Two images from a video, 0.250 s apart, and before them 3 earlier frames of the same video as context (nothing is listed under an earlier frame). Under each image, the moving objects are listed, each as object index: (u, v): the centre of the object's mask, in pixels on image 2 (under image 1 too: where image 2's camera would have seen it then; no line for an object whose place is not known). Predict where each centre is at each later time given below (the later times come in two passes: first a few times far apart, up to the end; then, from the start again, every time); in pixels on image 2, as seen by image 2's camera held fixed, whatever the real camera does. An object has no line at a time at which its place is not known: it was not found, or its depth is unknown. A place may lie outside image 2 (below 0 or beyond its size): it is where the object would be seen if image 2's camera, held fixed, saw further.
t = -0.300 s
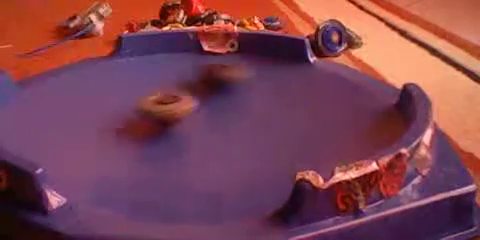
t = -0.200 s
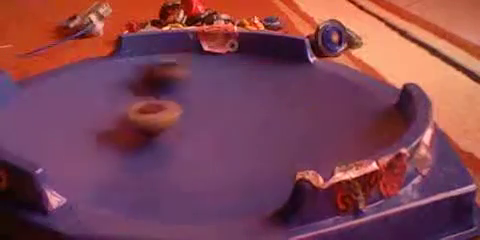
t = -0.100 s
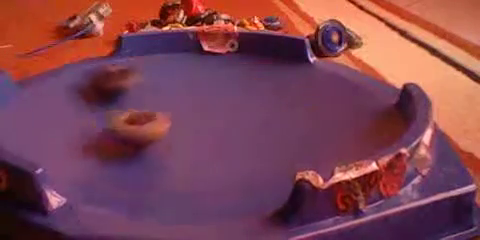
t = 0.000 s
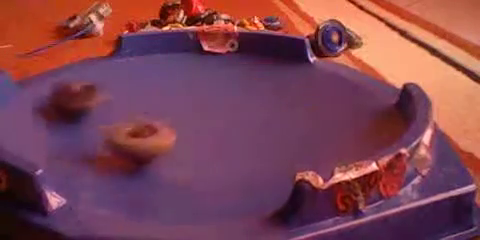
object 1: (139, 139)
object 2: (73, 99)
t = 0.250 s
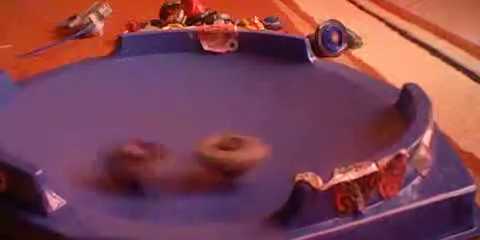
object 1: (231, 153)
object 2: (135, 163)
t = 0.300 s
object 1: (247, 147)
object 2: (183, 171)
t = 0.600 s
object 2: (331, 113)
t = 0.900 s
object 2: (215, 76)
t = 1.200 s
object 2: (137, 65)
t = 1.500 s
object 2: (158, 125)
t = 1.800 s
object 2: (80, 81)
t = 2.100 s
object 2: (33, 106)
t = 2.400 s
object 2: (165, 160)
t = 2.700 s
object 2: (317, 121)
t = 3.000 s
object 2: (290, 72)
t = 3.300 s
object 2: (177, 91)
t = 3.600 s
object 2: (132, 142)
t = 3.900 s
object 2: (228, 179)
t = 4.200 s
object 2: (299, 139)
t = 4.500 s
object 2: (213, 107)
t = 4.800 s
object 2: (107, 94)
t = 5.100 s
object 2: (84, 130)
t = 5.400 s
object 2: (136, 181)
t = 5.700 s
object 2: (298, 151)
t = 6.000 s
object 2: (282, 90)
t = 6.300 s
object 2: (176, 67)
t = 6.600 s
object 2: (93, 99)
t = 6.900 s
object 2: (154, 158)
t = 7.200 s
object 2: (322, 158)
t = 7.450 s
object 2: (341, 123)
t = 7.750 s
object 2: (231, 102)
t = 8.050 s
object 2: (113, 98)
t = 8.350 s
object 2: (56, 127)
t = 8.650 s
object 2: (174, 157)
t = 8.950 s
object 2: (271, 124)
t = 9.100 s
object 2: (288, 99)
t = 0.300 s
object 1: (247, 147)
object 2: (183, 171)
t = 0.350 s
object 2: (220, 172)
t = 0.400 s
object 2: (257, 164)
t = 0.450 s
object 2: (286, 153)
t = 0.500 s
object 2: (317, 142)
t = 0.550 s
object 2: (327, 127)
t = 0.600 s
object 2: (331, 113)
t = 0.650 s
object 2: (327, 101)
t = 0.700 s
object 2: (315, 92)
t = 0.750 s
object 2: (299, 83)
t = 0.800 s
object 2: (276, 77)
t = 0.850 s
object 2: (249, 75)
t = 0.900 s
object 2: (215, 76)
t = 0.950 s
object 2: (194, 74)
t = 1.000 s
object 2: (170, 75)
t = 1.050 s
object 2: (144, 80)
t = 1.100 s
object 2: (134, 72)
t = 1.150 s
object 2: (133, 61)
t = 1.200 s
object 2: (137, 65)
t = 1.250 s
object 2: (139, 79)
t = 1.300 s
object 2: (135, 91)
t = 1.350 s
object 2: (137, 101)
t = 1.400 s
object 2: (135, 111)
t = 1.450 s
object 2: (143, 119)
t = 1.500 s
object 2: (158, 125)
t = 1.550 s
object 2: (175, 130)
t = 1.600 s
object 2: (192, 135)
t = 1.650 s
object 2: (175, 128)
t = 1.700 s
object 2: (129, 114)
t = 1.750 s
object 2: (101, 95)
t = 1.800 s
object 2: (80, 81)
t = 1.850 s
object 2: (64, 78)
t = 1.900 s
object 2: (57, 75)
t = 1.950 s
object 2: (49, 79)
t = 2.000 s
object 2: (41, 86)
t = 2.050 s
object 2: (34, 95)
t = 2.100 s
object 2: (33, 106)
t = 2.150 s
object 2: (37, 117)
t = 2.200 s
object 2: (51, 128)
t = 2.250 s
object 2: (69, 141)
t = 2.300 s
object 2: (99, 150)
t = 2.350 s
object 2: (132, 157)
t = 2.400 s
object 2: (165, 160)
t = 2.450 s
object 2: (197, 162)
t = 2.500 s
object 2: (230, 159)
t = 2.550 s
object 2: (260, 153)
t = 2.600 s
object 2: (285, 144)
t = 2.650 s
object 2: (301, 133)
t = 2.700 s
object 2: (317, 121)
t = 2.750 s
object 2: (325, 110)
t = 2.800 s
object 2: (329, 99)
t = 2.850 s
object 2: (326, 91)
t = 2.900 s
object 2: (319, 83)
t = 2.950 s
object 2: (306, 77)
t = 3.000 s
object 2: (290, 72)
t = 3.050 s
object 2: (275, 68)
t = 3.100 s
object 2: (256, 69)
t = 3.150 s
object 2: (235, 72)
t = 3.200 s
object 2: (213, 78)
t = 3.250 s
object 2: (194, 83)
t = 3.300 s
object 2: (177, 91)
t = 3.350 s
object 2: (163, 99)
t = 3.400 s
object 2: (153, 108)
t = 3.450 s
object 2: (145, 116)
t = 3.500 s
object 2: (139, 123)
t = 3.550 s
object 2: (133, 132)
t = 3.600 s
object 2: (132, 142)
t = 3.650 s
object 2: (134, 152)
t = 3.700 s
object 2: (141, 161)
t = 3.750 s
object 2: (157, 169)
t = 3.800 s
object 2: (180, 174)
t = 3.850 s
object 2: (203, 177)
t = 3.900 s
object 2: (228, 179)
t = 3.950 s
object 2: (251, 178)
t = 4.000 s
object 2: (270, 170)
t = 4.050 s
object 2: (285, 162)
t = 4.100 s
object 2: (301, 155)
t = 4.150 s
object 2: (303, 146)
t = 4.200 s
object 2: (299, 139)
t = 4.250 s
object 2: (289, 132)
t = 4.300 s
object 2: (277, 127)
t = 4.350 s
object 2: (263, 119)
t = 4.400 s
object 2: (245, 114)
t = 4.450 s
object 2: (229, 110)
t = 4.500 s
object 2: (213, 107)
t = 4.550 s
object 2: (197, 103)
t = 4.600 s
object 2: (180, 99)
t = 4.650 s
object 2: (164, 96)
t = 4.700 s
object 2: (144, 95)
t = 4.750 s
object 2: (126, 94)
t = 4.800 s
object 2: (107, 94)
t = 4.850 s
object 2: (93, 97)
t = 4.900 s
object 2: (80, 101)
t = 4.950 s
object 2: (71, 107)
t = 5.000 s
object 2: (69, 114)
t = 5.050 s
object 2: (72, 121)
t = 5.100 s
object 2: (84, 130)
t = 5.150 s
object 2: (98, 138)
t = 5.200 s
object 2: (70, 153)
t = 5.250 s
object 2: (60, 159)
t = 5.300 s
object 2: (68, 166)
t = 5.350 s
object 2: (95, 173)
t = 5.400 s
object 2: (136, 181)
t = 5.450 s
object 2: (171, 184)
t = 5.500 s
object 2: (203, 184)
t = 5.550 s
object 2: (233, 181)
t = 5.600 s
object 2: (257, 174)
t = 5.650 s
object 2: (282, 161)
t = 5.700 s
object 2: (298, 151)
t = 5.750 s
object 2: (307, 140)
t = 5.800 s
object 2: (311, 129)
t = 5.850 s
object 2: (309, 118)
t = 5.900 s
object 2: (304, 109)
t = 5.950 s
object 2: (294, 99)
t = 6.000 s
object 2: (282, 90)
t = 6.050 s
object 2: (268, 82)
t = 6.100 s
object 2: (251, 77)
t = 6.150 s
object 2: (234, 72)
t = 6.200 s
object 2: (214, 70)
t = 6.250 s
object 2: (196, 67)
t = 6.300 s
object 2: (176, 67)
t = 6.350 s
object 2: (158, 68)
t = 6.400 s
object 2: (140, 71)
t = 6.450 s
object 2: (124, 76)
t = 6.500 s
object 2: (111, 81)
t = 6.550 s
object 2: (101, 90)
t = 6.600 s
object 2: (93, 99)
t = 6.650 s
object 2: (87, 114)
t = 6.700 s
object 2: (93, 119)
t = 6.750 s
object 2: (100, 132)
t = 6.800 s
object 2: (115, 142)
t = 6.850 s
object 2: (130, 151)
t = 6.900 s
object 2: (154, 158)
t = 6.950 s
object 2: (175, 167)
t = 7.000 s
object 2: (202, 171)
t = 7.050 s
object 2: (237, 172)
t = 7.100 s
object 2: (264, 171)
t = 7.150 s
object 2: (289, 163)
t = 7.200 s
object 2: (322, 158)
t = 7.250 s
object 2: (346, 150)
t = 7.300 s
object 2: (353, 144)
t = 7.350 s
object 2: (356, 135)
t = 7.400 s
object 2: (351, 127)
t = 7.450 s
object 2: (341, 123)
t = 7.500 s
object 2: (329, 117)
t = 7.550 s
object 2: (312, 111)
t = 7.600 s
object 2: (293, 109)
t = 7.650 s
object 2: (275, 106)
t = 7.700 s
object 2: (255, 105)
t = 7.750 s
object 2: (231, 102)
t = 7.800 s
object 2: (211, 101)
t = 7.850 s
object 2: (191, 102)
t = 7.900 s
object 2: (169, 98)
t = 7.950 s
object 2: (151, 97)
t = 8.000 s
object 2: (129, 99)
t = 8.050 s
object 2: (113, 98)
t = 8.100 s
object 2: (95, 100)
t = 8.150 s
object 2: (79, 103)
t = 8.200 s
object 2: (66, 106)
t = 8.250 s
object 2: (57, 112)
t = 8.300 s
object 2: (54, 119)
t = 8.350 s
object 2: (56, 127)
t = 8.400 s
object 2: (65, 134)
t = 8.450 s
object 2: (81, 142)
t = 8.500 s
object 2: (101, 149)
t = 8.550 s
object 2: (125, 154)
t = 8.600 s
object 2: (150, 157)
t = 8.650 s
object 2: (174, 157)
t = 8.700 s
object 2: (197, 155)
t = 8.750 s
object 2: (214, 148)
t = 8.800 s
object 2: (230, 145)
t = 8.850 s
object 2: (247, 137)
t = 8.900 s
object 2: (259, 130)
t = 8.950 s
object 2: (271, 124)
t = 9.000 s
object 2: (280, 116)
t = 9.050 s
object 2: (286, 109)
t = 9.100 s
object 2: (288, 99)
